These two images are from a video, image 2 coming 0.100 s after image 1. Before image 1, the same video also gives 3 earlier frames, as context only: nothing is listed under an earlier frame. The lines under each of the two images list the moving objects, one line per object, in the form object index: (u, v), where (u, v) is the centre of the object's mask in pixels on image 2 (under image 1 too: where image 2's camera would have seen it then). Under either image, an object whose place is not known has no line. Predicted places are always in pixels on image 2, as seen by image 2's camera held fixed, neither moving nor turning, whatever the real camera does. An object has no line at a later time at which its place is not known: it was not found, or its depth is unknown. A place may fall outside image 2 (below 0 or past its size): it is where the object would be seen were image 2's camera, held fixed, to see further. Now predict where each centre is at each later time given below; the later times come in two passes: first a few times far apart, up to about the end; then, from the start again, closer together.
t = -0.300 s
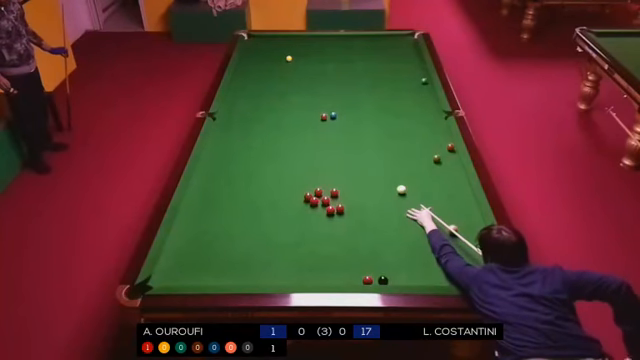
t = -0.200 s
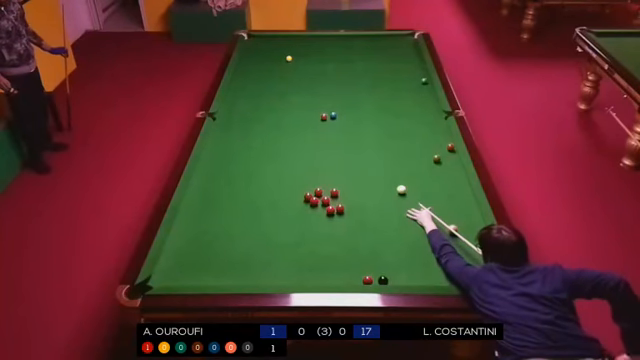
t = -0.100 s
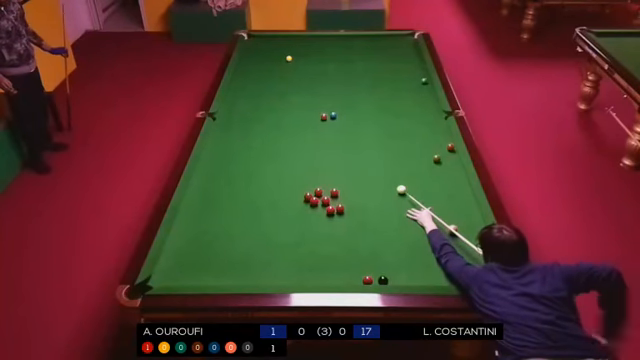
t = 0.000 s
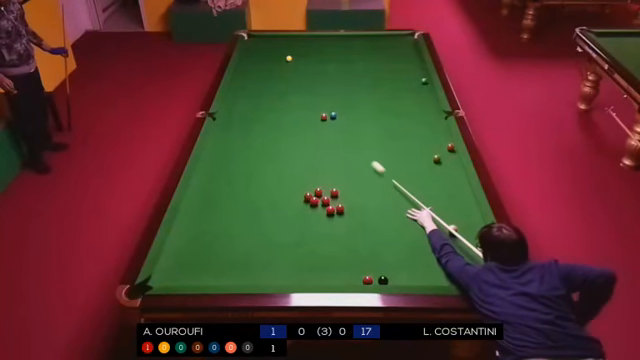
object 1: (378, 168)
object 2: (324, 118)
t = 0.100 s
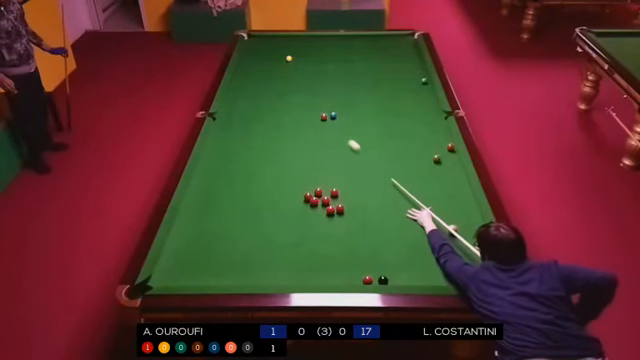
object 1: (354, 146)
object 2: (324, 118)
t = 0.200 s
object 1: (335, 127)
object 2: (323, 117)
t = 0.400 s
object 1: (319, 118)
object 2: (309, 98)
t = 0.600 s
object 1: (307, 112)
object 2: (294, 80)
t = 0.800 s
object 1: (295, 106)
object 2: (282, 66)
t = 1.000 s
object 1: (283, 100)
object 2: (272, 52)
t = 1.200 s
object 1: (273, 94)
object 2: (263, 41)
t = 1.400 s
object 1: (263, 90)
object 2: (253, 40)
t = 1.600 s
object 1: (254, 84)
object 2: (245, 47)
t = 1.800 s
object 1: (245, 80)
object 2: (247, 54)
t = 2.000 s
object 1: (238, 76)
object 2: (249, 61)
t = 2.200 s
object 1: (238, 72)
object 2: (251, 68)
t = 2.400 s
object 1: (244, 69)
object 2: (253, 75)
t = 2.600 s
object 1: (250, 67)
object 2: (257, 83)
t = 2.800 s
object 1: (255, 64)
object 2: (260, 91)
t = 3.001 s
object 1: (260, 62)
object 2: (263, 98)
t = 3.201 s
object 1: (264, 60)
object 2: (266, 107)
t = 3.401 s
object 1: (268, 58)
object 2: (269, 115)
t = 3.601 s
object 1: (272, 56)
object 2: (273, 123)
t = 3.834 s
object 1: (276, 55)
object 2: (277, 133)
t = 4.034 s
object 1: (279, 53)
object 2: (281, 142)
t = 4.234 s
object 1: (282, 52)
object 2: (284, 151)
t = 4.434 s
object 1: (284, 51)
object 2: (288, 160)
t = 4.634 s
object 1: (286, 50)
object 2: (293, 170)
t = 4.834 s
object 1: (289, 49)
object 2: (297, 180)
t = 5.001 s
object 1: (290, 48)
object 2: (301, 188)
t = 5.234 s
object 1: (292, 48)
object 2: (302, 194)
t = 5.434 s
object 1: (293, 47)
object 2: (300, 196)
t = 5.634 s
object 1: (294, 47)
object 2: (298, 197)
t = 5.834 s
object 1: (295, 46)
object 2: (296, 198)
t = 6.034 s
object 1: (295, 46)
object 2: (295, 199)
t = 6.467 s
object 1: (295, 46)
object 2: (294, 199)
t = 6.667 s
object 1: (295, 46)
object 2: (294, 200)
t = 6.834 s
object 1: (295, 46)
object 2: (294, 200)
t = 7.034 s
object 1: (295, 46)
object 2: (294, 200)
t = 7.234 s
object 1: (295, 46)
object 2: (294, 200)
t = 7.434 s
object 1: (295, 46)
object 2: (294, 200)
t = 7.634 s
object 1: (295, 46)
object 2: (294, 200)
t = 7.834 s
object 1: (295, 46)
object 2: (294, 200)
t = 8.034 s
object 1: (295, 46)
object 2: (294, 200)
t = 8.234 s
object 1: (295, 46)
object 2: (294, 199)
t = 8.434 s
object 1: (295, 46)
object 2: (294, 200)
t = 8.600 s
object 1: (295, 46)
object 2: (294, 200)
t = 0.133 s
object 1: (347, 139)
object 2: (323, 117)
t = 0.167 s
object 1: (341, 133)
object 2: (323, 117)
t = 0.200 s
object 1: (335, 127)
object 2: (323, 117)
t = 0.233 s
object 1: (329, 122)
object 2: (323, 116)
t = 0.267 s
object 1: (326, 119)
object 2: (321, 113)
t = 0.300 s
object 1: (324, 119)
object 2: (318, 110)
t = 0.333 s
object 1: (323, 119)
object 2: (316, 106)
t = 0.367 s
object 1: (321, 119)
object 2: (312, 102)
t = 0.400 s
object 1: (319, 118)
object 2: (309, 98)
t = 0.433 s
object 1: (318, 118)
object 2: (305, 94)
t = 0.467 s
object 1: (316, 117)
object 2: (303, 91)
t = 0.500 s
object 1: (313, 116)
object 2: (300, 88)
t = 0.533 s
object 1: (311, 114)
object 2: (298, 85)
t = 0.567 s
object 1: (309, 113)
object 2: (296, 82)
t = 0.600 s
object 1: (307, 112)
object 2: (294, 80)
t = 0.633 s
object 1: (305, 111)
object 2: (292, 77)
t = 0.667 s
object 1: (303, 110)
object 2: (290, 75)
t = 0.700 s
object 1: (301, 109)
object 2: (288, 72)
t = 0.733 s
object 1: (299, 108)
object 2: (286, 70)
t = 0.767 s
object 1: (297, 107)
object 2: (284, 68)
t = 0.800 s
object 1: (295, 106)
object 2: (282, 66)
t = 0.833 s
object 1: (293, 105)
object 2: (281, 62)
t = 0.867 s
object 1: (291, 104)
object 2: (279, 60)
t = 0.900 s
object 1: (289, 103)
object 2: (277, 58)
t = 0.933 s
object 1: (287, 102)
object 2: (275, 56)
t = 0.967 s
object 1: (285, 101)
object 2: (274, 54)
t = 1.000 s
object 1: (283, 100)
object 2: (272, 52)
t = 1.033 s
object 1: (282, 99)
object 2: (271, 50)
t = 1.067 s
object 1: (280, 98)
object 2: (269, 48)
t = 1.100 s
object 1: (278, 97)
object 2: (267, 46)
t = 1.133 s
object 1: (276, 97)
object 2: (266, 44)
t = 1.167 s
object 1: (275, 95)
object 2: (264, 42)
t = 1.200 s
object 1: (273, 94)
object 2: (263, 41)
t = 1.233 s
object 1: (271, 94)
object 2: (262, 39)
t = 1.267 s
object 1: (269, 93)
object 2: (260, 37)
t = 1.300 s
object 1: (268, 92)
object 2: (259, 36)
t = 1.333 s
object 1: (266, 91)
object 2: (257, 37)
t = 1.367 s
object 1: (265, 90)
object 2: (256, 38)
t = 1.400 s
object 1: (263, 90)
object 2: (253, 40)
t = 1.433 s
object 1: (262, 89)
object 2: (252, 41)
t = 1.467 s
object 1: (260, 88)
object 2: (250, 42)
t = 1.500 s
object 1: (259, 87)
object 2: (249, 43)
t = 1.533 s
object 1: (257, 86)
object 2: (247, 45)
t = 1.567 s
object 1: (256, 85)
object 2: (245, 46)
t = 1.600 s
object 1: (254, 84)
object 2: (245, 47)
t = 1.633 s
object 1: (253, 84)
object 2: (245, 48)
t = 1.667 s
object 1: (251, 83)
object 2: (246, 49)
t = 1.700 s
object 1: (249, 82)
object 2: (246, 50)
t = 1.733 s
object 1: (248, 81)
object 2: (246, 52)
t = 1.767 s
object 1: (247, 81)
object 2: (246, 53)
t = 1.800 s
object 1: (245, 80)
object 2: (247, 54)
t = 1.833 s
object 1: (244, 79)
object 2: (247, 56)
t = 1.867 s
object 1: (243, 78)
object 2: (247, 56)
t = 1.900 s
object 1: (241, 78)
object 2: (247, 58)
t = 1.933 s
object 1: (240, 77)
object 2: (248, 59)
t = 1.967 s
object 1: (239, 76)
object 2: (249, 60)
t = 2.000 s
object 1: (238, 76)
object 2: (249, 61)
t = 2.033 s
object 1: (236, 75)
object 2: (249, 62)
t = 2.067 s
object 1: (235, 74)
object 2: (250, 63)
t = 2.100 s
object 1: (235, 73)
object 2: (250, 64)
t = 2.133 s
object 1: (236, 73)
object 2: (250, 66)
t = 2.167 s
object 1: (237, 72)
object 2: (251, 67)
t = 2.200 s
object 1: (238, 72)
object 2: (251, 68)
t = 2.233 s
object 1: (239, 72)
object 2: (251, 69)
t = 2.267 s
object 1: (240, 71)
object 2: (252, 70)
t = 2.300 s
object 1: (241, 71)
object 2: (253, 72)
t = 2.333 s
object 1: (242, 70)
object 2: (253, 73)
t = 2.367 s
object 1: (243, 70)
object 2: (253, 74)
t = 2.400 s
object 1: (244, 69)
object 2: (253, 75)
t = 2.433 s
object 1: (245, 69)
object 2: (254, 76)
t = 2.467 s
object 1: (246, 68)
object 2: (255, 77)
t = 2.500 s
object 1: (247, 68)
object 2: (255, 79)
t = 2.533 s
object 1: (248, 68)
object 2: (255, 80)
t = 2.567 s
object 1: (249, 67)
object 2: (256, 82)
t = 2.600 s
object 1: (250, 67)
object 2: (257, 83)
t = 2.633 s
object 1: (250, 66)
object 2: (257, 85)
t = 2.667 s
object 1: (251, 66)
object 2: (258, 86)
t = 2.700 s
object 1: (252, 66)
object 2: (258, 87)
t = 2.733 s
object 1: (253, 65)
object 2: (258, 88)
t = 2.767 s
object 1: (254, 65)
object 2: (259, 90)
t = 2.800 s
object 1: (255, 64)
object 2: (260, 91)
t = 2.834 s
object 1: (256, 64)
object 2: (260, 92)
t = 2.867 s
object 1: (256, 64)
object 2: (260, 93)
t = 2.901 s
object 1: (257, 63)
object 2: (261, 95)
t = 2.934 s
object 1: (258, 63)
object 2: (262, 96)
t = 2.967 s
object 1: (259, 62)
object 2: (262, 97)
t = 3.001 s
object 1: (260, 62)
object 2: (263, 98)
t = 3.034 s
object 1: (261, 62)
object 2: (263, 100)
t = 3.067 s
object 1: (261, 61)
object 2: (264, 101)
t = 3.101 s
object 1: (262, 61)
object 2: (264, 103)
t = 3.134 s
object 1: (263, 61)
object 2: (264, 104)
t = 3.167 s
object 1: (264, 60)
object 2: (265, 105)
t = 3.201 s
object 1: (264, 60)
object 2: (266, 107)
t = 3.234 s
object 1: (265, 60)
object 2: (266, 108)
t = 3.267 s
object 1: (265, 59)
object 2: (267, 109)
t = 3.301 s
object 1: (266, 59)
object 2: (267, 111)
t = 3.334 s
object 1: (267, 59)
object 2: (268, 112)
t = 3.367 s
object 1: (267, 58)
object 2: (268, 113)
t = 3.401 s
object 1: (268, 58)
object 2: (269, 115)
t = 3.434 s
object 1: (269, 58)
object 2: (270, 116)
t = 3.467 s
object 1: (269, 58)
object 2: (270, 117)
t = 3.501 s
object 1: (270, 57)
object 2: (271, 119)
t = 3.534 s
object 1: (271, 57)
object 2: (271, 120)
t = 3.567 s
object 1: (271, 57)
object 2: (272, 122)
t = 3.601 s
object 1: (272, 56)
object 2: (273, 123)
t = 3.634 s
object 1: (272, 56)
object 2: (273, 125)
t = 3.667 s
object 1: (273, 56)
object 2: (274, 126)
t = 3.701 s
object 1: (274, 56)
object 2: (274, 128)
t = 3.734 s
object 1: (274, 56)
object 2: (275, 129)
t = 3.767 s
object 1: (275, 55)
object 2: (276, 131)
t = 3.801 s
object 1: (275, 55)
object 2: (276, 132)
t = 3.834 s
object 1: (276, 55)
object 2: (277, 133)
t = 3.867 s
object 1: (276, 54)
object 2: (277, 135)
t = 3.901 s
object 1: (277, 54)
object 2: (278, 136)
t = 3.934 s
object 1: (277, 54)
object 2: (279, 138)
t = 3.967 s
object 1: (278, 54)
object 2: (279, 139)
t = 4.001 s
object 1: (278, 54)
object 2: (280, 141)
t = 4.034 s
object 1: (279, 53)
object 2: (281, 142)
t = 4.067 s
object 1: (279, 53)
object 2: (281, 144)
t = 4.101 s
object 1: (280, 53)
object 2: (282, 145)
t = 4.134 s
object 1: (280, 53)
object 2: (283, 147)
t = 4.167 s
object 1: (281, 52)
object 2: (283, 148)
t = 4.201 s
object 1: (281, 52)
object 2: (284, 150)
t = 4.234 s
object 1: (282, 52)
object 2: (284, 151)
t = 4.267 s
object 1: (282, 52)
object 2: (285, 153)
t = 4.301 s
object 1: (282, 52)
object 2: (286, 154)
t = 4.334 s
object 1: (283, 51)
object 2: (287, 156)
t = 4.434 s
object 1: (284, 51)
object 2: (288, 160)
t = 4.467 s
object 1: (284, 51)
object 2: (289, 162)
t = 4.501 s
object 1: (285, 51)
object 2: (290, 164)
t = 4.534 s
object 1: (285, 51)
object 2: (291, 165)
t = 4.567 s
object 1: (286, 50)
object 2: (291, 167)
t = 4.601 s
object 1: (286, 50)
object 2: (292, 169)
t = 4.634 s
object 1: (286, 50)
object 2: (293, 170)
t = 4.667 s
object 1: (287, 50)
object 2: (293, 172)
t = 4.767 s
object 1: (288, 49)
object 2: (296, 177)
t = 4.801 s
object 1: (288, 49)
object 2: (296, 178)
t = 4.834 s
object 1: (289, 49)
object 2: (297, 180)
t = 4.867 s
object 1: (289, 49)
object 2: (298, 181)
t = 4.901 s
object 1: (289, 49)
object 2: (299, 183)
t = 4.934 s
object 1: (289, 48)
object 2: (299, 184)
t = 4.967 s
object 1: (290, 49)
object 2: (300, 186)
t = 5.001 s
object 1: (290, 48)
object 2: (301, 188)
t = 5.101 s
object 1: (291, 48)
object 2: (303, 192)
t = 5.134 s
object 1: (291, 48)
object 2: (302, 193)
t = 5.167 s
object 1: (291, 48)
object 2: (302, 193)
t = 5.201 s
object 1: (292, 48)
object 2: (302, 193)
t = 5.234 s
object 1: (292, 48)
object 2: (302, 194)
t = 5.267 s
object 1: (292, 47)
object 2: (302, 194)
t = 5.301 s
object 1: (292, 47)
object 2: (301, 194)
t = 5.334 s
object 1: (292, 48)
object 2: (301, 195)
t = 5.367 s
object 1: (293, 47)
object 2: (301, 195)
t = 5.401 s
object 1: (293, 47)
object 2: (300, 195)
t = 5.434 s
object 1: (293, 47)
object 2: (300, 196)
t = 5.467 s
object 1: (293, 47)
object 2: (299, 196)
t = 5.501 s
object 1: (293, 47)
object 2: (299, 197)
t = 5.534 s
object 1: (293, 47)
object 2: (298, 197)
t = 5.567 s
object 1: (294, 47)
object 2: (298, 197)
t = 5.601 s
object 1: (294, 47)
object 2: (298, 197)
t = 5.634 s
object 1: (294, 47)
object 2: (298, 197)
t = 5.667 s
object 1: (294, 47)
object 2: (297, 198)
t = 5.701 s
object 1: (294, 47)
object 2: (297, 198)
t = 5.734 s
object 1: (294, 47)
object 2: (297, 198)
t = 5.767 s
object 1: (294, 46)
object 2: (296, 198)
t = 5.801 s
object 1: (295, 46)
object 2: (296, 198)
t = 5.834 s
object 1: (295, 46)
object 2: (296, 198)
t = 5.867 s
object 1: (295, 46)
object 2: (296, 199)
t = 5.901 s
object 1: (295, 46)
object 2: (296, 199)
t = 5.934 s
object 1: (295, 46)
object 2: (295, 199)
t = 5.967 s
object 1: (295, 46)
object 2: (295, 199)
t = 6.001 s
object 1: (295, 46)
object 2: (295, 199)
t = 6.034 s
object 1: (295, 46)
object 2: (295, 199)
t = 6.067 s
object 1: (295, 46)
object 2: (295, 199)
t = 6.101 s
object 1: (295, 46)
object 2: (294, 199)
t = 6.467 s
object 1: (295, 46)
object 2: (294, 199)
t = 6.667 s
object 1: (295, 46)
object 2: (294, 200)
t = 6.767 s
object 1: (295, 46)
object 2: (294, 200)
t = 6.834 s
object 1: (295, 46)
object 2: (294, 200)
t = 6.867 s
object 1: (295, 46)
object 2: (294, 200)
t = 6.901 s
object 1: (295, 46)
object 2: (294, 200)
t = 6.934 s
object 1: (295, 46)
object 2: (294, 200)
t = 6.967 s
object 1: (295, 46)
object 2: (294, 200)
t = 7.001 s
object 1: (295, 46)
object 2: (294, 200)
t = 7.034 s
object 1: (295, 46)
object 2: (294, 200)
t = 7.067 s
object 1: (295, 46)
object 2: (294, 200)
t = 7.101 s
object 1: (295, 46)
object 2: (294, 200)
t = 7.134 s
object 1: (295, 46)
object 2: (294, 200)
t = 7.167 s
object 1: (295, 46)
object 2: (294, 200)
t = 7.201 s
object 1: (295, 46)
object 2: (294, 200)
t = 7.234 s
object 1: (295, 46)
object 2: (294, 200)
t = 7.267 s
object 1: (295, 46)
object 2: (294, 200)
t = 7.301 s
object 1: (295, 46)
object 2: (294, 200)
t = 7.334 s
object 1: (295, 46)
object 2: (294, 200)
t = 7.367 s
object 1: (295, 46)
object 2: (294, 200)
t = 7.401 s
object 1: (295, 46)
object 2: (294, 200)
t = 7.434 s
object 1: (295, 46)
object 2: (294, 200)
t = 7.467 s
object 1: (295, 46)
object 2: (294, 200)
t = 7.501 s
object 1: (295, 46)
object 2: (294, 200)
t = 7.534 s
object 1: (295, 46)
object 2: (294, 200)
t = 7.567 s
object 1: (295, 46)
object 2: (294, 200)
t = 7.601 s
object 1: (295, 46)
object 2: (294, 200)
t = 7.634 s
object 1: (295, 46)
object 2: (294, 200)
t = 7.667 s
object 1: (295, 46)
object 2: (294, 200)
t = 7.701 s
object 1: (295, 46)
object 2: (294, 200)
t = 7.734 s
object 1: (295, 46)
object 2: (294, 200)
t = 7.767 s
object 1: (295, 46)
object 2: (294, 200)
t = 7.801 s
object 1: (295, 46)
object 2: (294, 200)
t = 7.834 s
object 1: (295, 46)
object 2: (294, 200)
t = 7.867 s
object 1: (295, 46)
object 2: (294, 200)
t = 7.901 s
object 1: (295, 46)
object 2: (294, 200)
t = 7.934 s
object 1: (295, 46)
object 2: (294, 200)
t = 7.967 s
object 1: (295, 46)
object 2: (294, 200)
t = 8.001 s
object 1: (295, 46)
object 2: (294, 200)
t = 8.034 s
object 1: (295, 46)
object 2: (294, 200)
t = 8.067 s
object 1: (295, 46)
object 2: (294, 200)
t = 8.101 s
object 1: (295, 46)
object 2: (294, 200)
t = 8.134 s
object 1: (295, 46)
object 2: (294, 200)
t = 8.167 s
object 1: (296, 46)
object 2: (294, 199)
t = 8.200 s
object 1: (295, 46)
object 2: (294, 199)
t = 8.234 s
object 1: (295, 46)
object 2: (294, 199)
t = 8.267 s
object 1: (295, 46)
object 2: (294, 199)
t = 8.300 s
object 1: (295, 46)
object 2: (294, 200)
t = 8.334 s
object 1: (295, 46)
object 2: (294, 200)
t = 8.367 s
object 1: (295, 46)
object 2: (294, 200)
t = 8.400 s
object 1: (295, 46)
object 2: (294, 200)
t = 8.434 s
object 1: (295, 46)
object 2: (294, 200)
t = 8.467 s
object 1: (295, 46)
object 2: (294, 200)
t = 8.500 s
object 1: (295, 46)
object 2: (294, 200)
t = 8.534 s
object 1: (295, 46)
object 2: (294, 200)
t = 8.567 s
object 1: (295, 46)
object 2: (294, 200)
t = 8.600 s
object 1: (295, 46)
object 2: (294, 200)
